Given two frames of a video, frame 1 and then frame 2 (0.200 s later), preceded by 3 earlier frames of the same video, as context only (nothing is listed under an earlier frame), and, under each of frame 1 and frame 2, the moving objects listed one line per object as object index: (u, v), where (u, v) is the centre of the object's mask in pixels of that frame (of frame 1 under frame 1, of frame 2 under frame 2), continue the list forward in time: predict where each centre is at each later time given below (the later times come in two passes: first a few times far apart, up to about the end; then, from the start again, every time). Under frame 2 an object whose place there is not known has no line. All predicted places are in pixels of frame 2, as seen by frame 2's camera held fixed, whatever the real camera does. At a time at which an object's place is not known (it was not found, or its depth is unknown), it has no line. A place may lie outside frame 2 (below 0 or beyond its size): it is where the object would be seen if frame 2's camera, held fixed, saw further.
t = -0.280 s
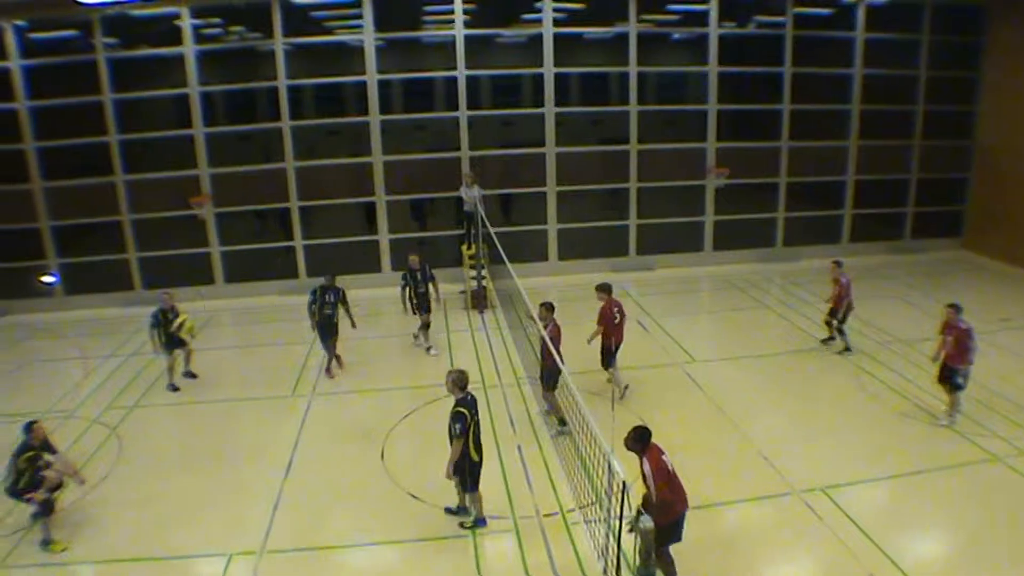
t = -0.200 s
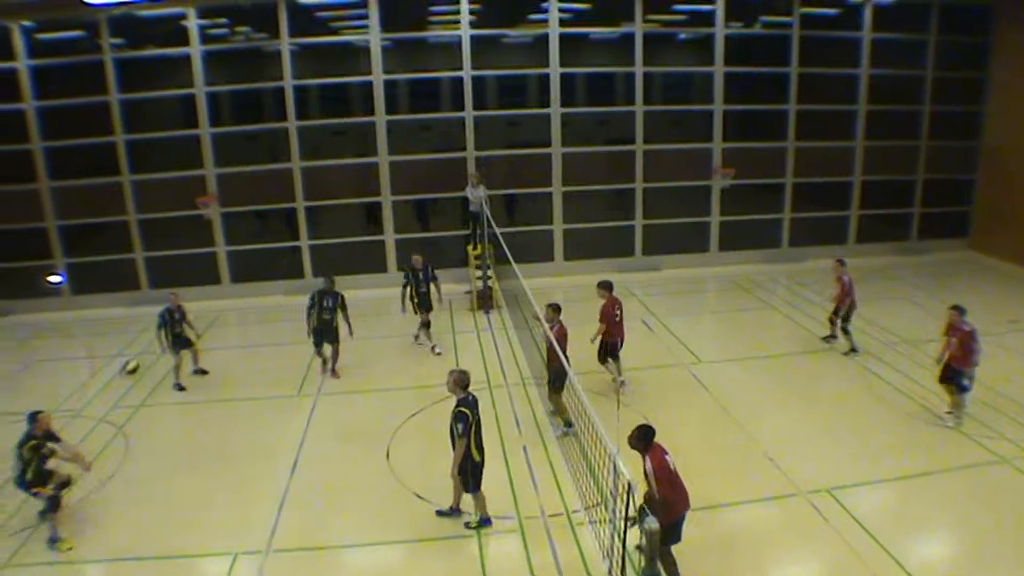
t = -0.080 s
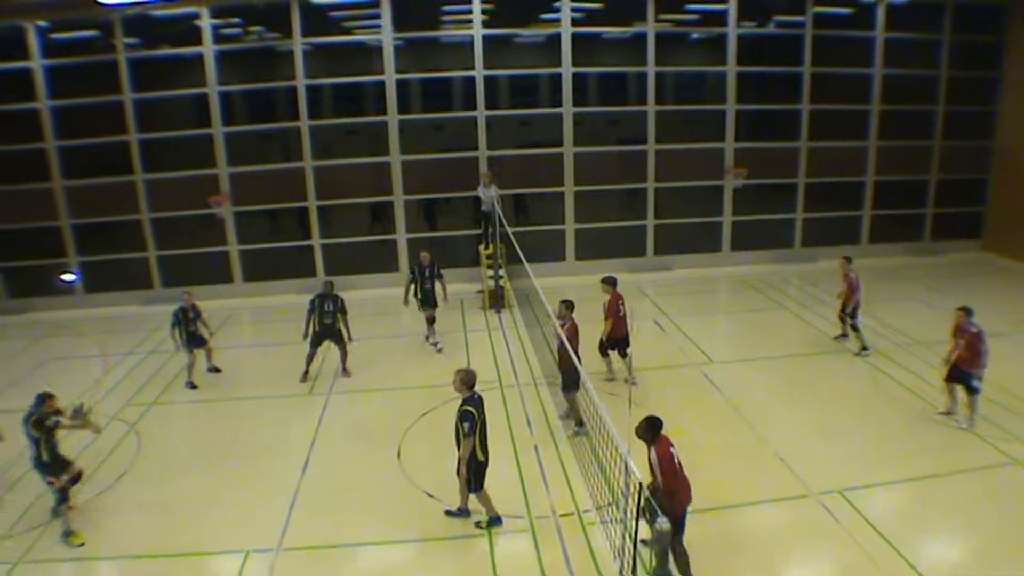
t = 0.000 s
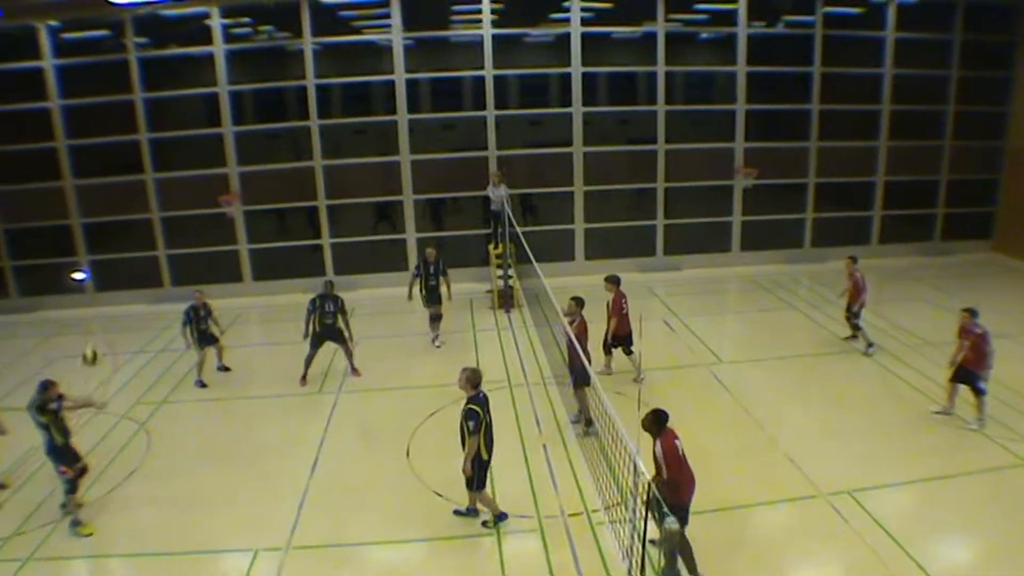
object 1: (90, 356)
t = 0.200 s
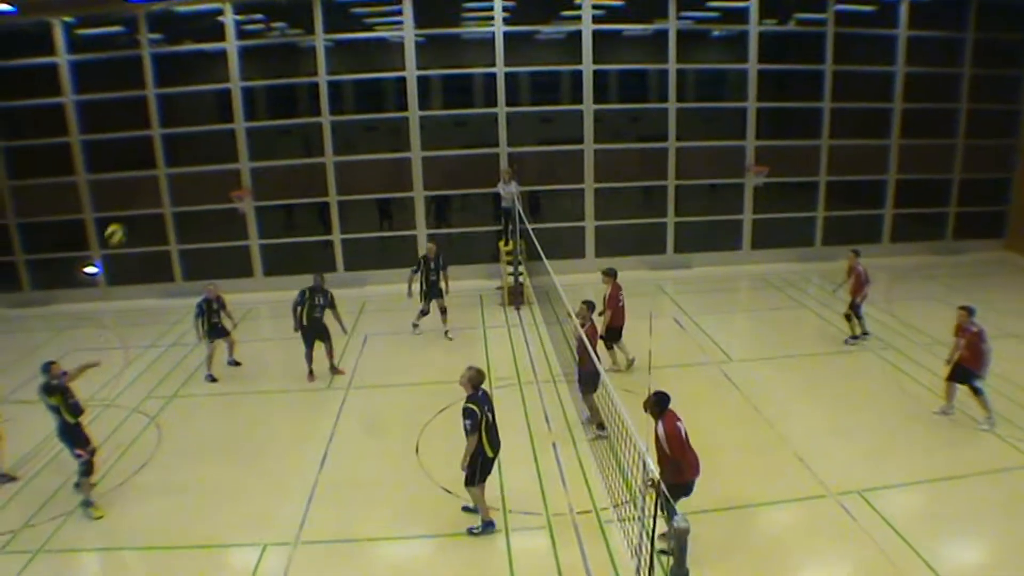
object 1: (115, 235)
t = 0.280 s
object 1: (124, 197)
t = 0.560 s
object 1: (162, 105)
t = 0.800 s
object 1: (207, 85)
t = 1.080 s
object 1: (264, 136)
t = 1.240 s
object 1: (301, 196)
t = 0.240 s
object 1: (118, 216)
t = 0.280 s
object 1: (124, 197)
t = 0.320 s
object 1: (128, 180)
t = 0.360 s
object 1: (134, 162)
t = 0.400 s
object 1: (140, 149)
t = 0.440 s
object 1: (144, 135)
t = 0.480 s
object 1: (148, 124)
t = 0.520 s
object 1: (156, 112)
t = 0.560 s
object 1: (162, 105)
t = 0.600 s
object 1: (169, 99)
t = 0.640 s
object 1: (176, 92)
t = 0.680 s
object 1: (183, 88)
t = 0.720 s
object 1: (191, 86)
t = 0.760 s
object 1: (198, 84)
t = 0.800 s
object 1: (207, 85)
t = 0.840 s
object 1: (214, 88)
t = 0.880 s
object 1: (221, 93)
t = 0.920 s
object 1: (230, 98)
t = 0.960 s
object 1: (238, 104)
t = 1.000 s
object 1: (247, 114)
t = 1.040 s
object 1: (254, 126)
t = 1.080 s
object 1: (264, 136)
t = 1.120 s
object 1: (273, 150)
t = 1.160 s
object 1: (283, 162)
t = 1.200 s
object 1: (294, 180)
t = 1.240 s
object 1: (301, 196)
